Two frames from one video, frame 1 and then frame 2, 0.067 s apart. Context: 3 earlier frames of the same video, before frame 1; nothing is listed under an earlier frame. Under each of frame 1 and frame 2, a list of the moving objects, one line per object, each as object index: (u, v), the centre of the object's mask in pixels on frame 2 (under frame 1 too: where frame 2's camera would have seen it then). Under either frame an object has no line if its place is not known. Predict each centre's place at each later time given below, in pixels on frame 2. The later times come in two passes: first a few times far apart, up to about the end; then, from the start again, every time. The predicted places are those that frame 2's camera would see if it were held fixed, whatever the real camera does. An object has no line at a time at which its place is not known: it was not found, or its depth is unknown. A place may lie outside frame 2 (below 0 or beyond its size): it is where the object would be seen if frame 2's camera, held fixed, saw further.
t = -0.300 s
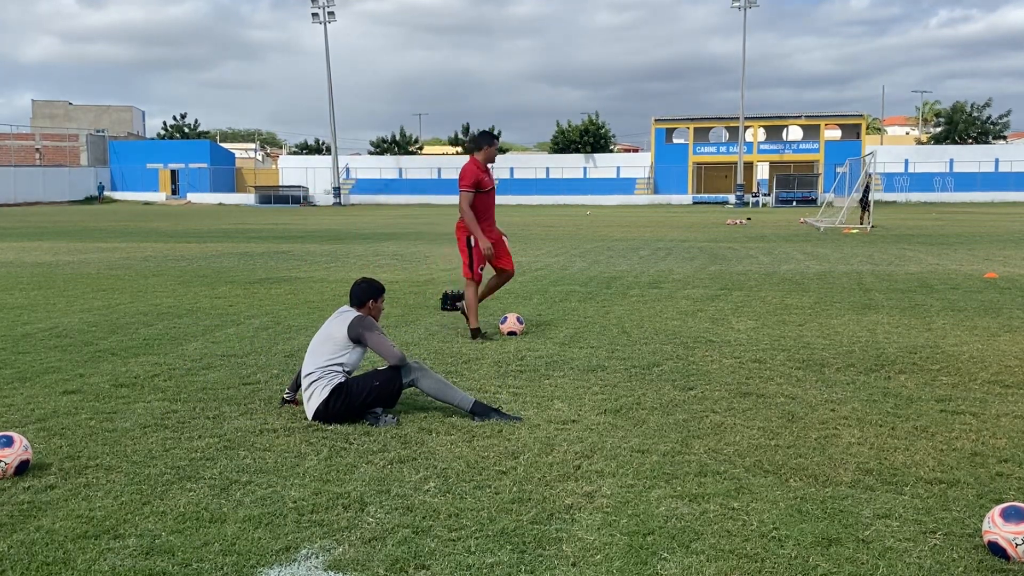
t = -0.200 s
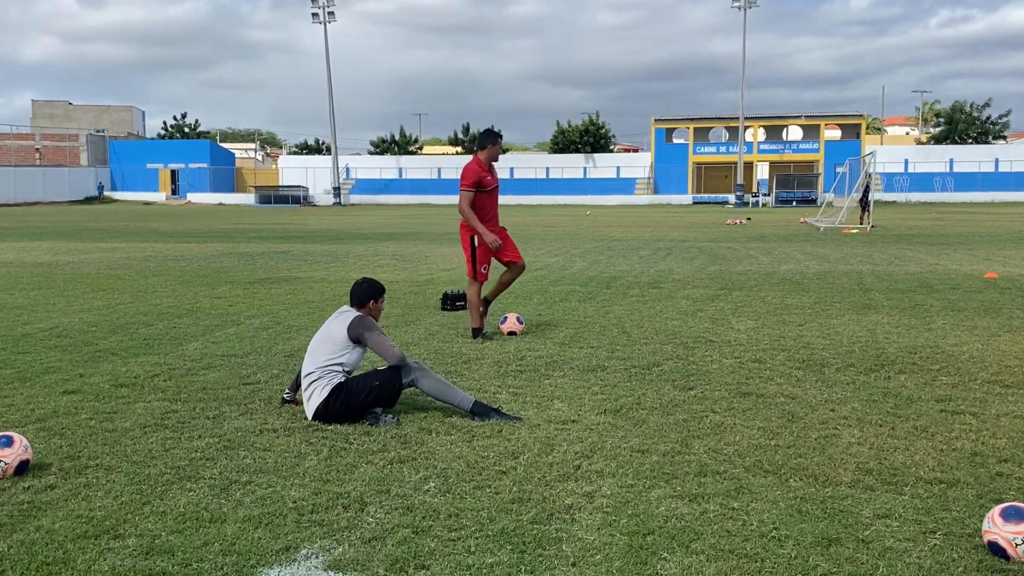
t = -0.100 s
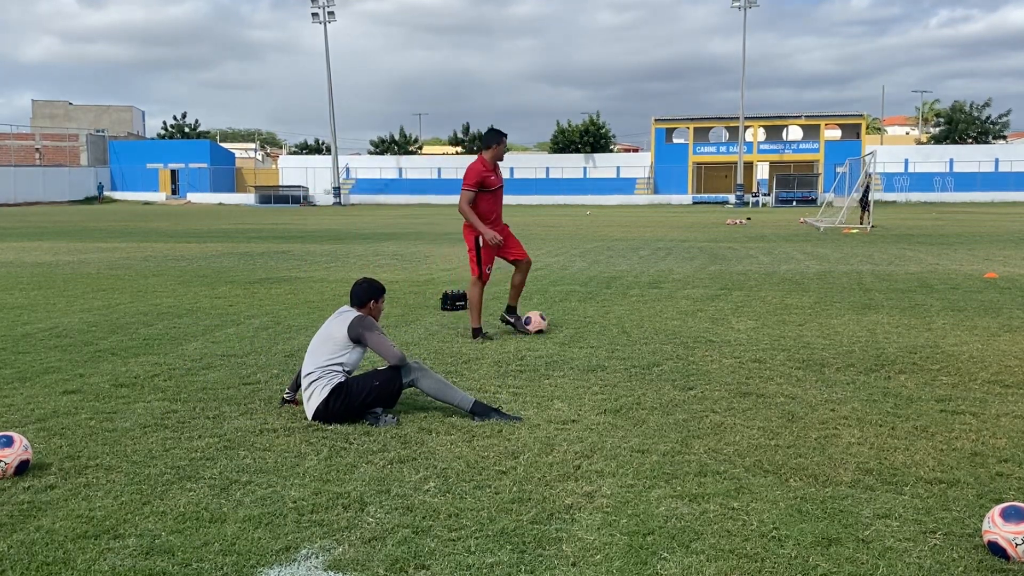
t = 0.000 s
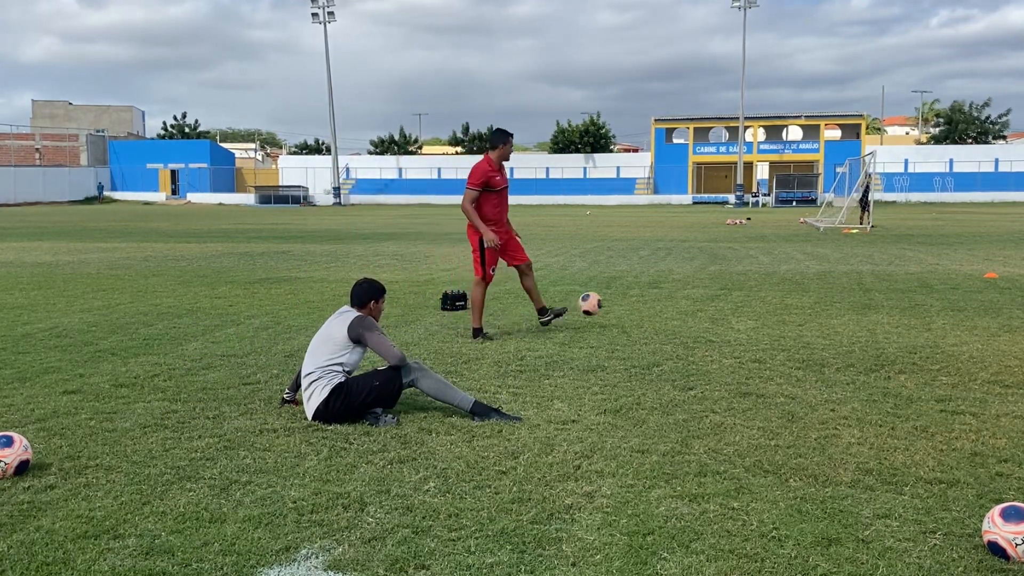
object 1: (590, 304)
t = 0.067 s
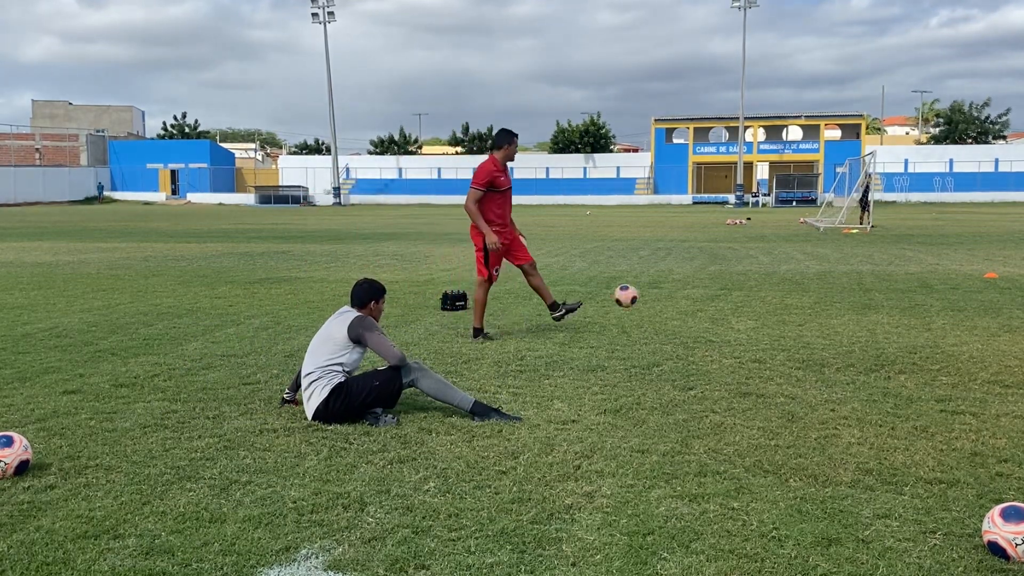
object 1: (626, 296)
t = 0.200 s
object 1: (692, 294)
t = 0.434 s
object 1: (788, 305)
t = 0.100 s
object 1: (643, 294)
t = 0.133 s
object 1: (659, 293)
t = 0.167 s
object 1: (676, 293)
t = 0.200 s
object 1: (692, 294)
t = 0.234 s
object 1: (709, 297)
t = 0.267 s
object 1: (724, 300)
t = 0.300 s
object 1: (740, 306)
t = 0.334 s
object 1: (754, 311)
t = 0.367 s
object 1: (768, 311)
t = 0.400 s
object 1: (778, 308)
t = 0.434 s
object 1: (788, 305)
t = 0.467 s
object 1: (799, 304)
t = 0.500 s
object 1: (810, 303)
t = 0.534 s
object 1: (819, 303)
